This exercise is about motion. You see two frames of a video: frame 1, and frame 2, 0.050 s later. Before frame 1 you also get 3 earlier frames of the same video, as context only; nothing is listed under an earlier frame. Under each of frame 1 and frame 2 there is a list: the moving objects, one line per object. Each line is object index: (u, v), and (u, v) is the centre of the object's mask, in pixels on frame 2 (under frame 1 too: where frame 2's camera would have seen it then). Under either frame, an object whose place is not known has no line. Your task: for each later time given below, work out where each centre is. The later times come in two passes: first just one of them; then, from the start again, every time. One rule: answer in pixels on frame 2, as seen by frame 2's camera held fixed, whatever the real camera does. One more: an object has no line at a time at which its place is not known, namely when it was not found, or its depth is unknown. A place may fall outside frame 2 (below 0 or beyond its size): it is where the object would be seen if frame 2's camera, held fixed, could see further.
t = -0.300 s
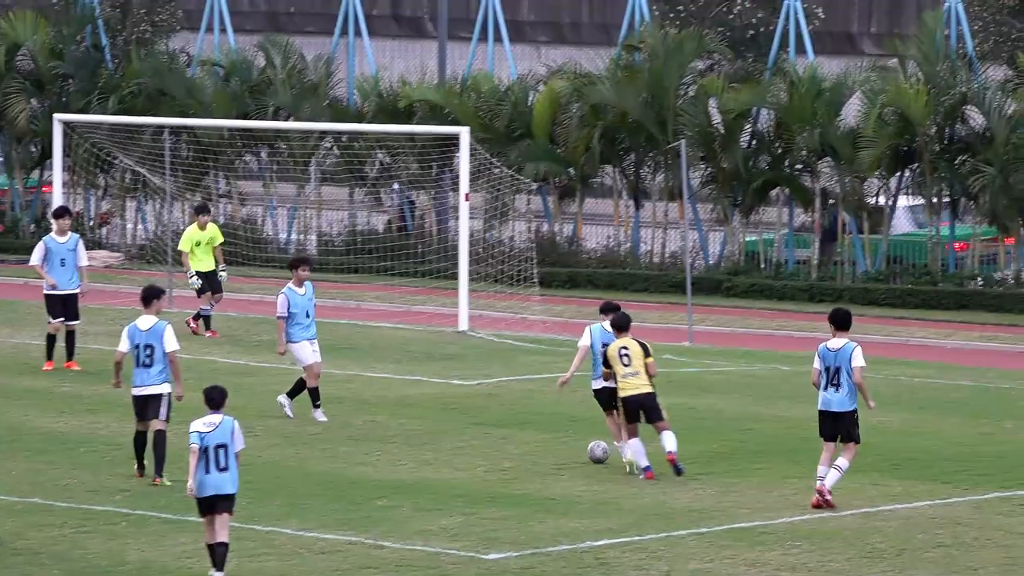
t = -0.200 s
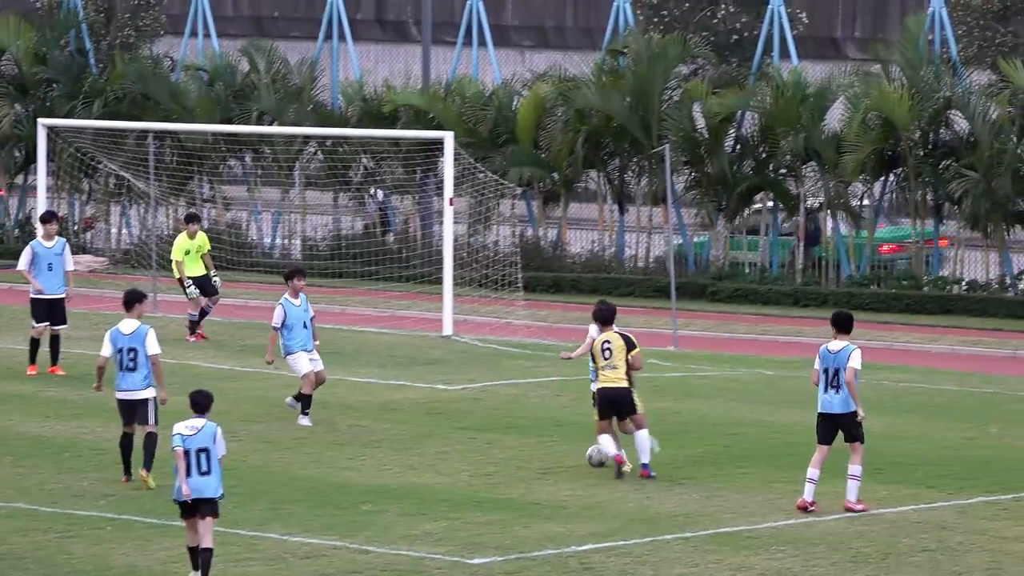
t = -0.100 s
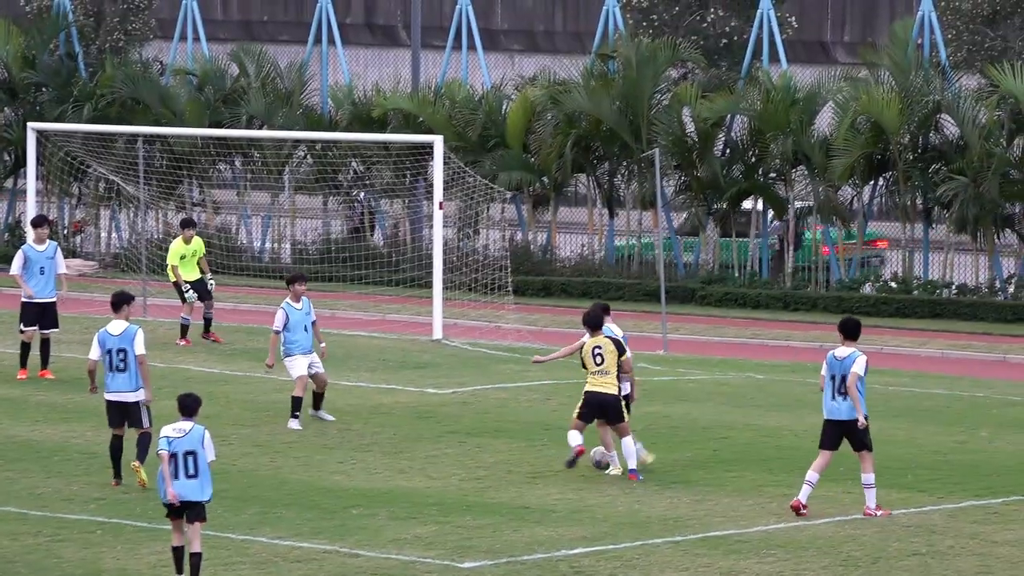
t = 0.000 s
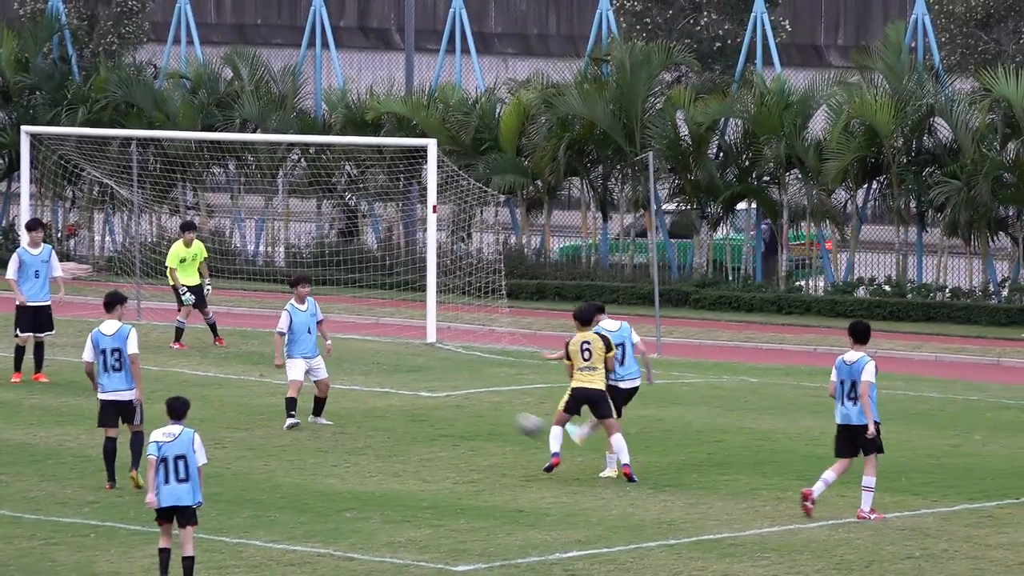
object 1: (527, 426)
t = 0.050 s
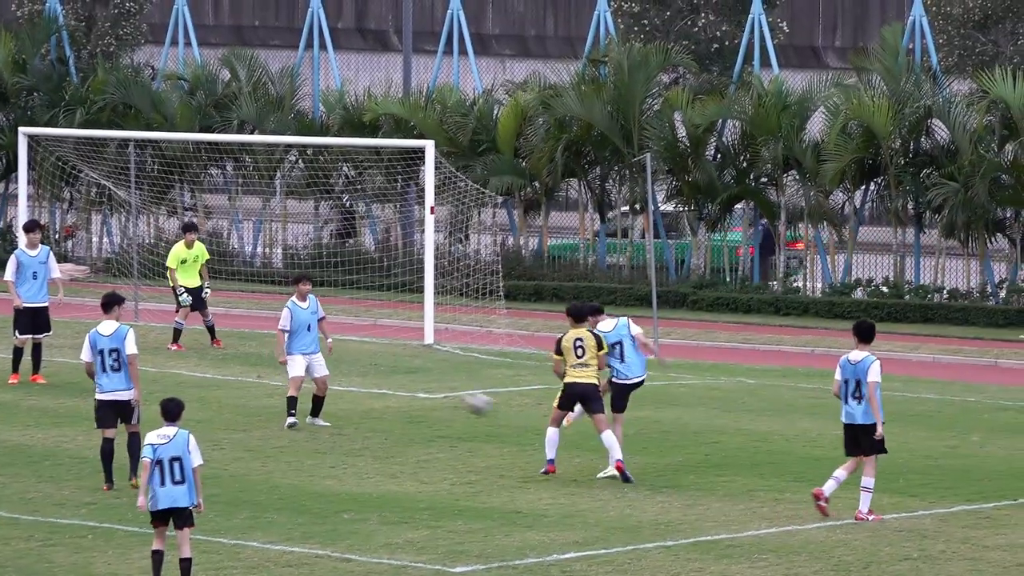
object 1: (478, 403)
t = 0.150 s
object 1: (378, 363)
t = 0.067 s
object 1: (461, 396)
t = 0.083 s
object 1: (445, 388)
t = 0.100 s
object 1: (428, 383)
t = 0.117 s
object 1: (410, 376)
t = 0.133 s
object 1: (395, 369)
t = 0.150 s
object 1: (378, 363)
